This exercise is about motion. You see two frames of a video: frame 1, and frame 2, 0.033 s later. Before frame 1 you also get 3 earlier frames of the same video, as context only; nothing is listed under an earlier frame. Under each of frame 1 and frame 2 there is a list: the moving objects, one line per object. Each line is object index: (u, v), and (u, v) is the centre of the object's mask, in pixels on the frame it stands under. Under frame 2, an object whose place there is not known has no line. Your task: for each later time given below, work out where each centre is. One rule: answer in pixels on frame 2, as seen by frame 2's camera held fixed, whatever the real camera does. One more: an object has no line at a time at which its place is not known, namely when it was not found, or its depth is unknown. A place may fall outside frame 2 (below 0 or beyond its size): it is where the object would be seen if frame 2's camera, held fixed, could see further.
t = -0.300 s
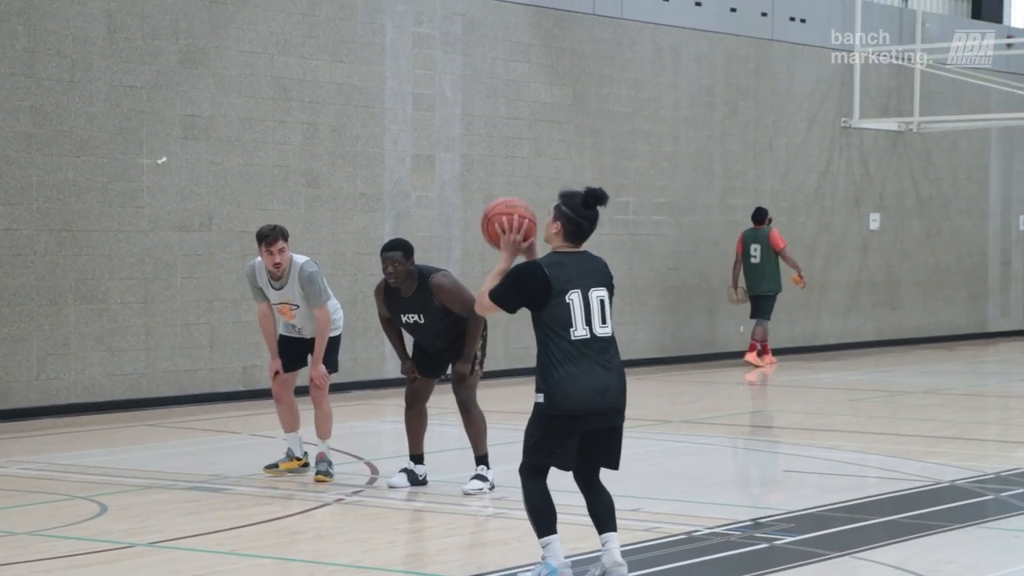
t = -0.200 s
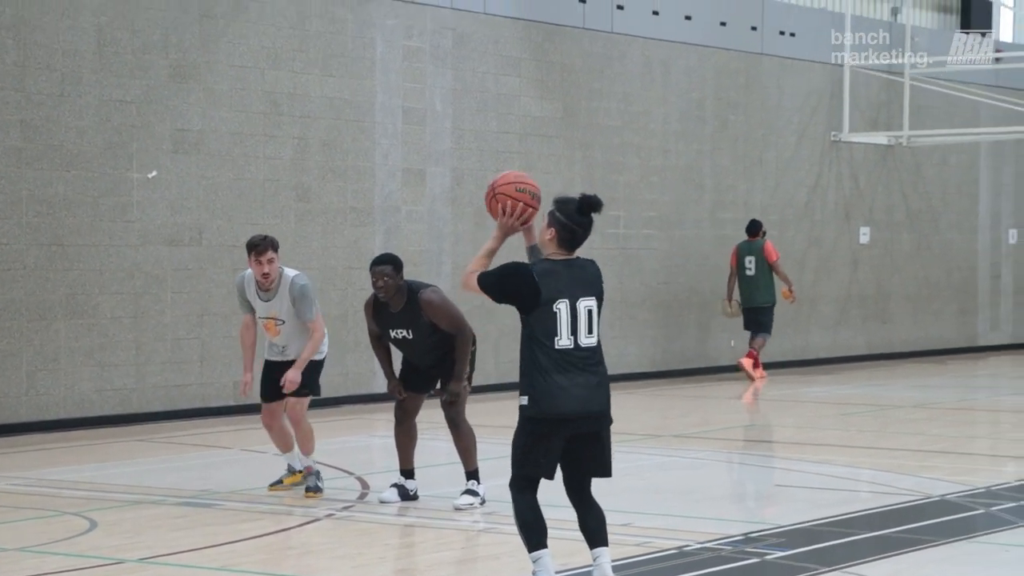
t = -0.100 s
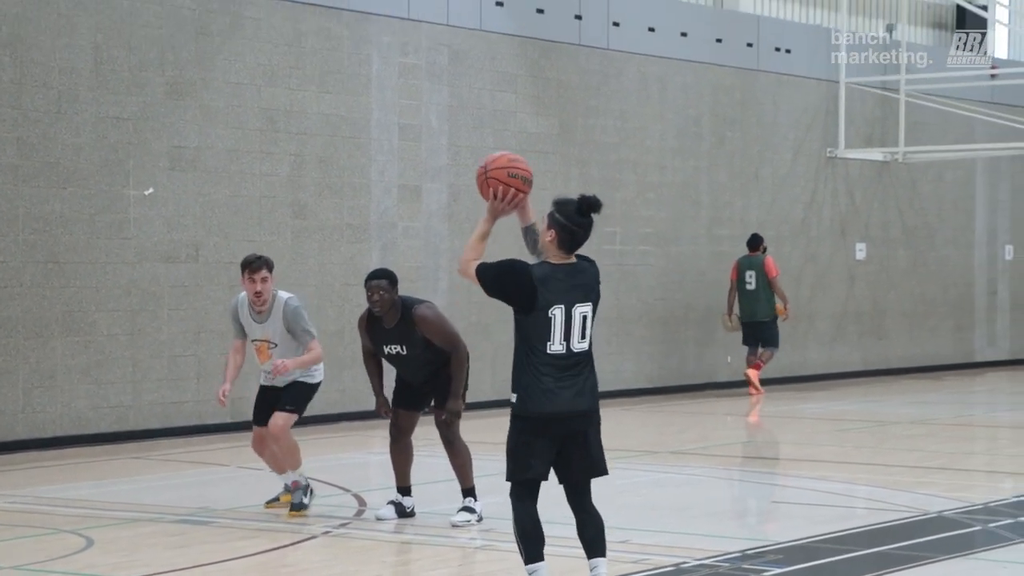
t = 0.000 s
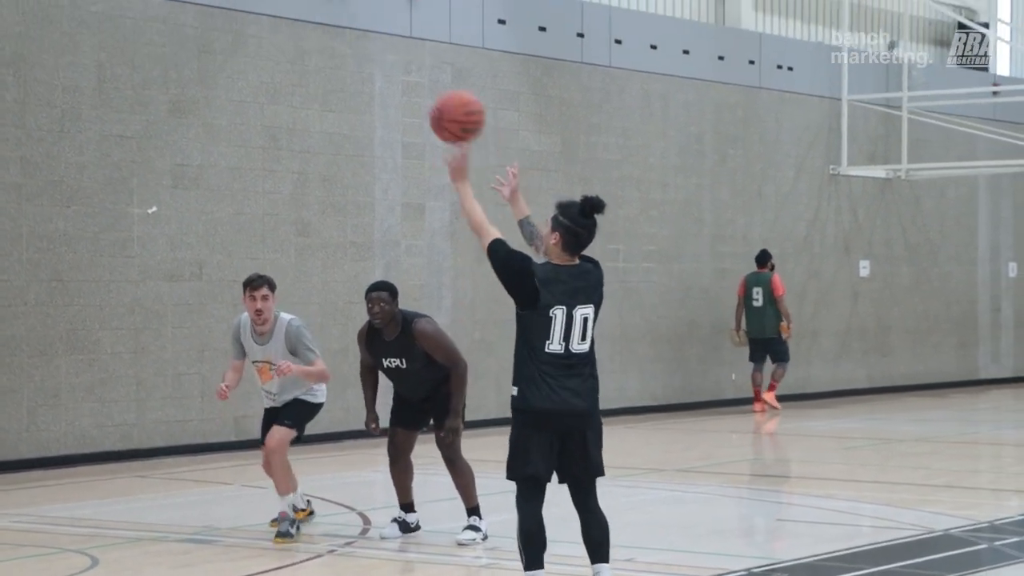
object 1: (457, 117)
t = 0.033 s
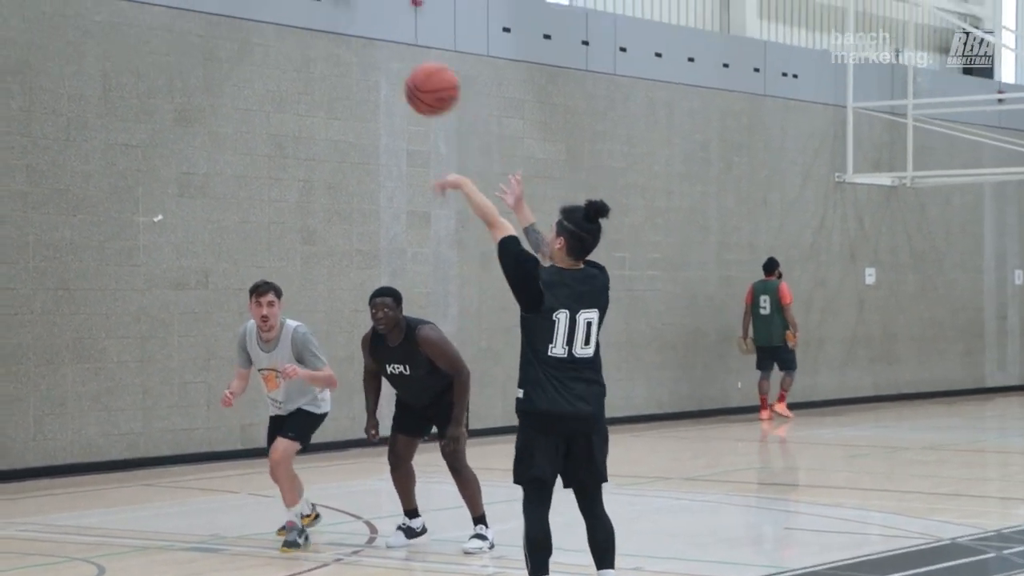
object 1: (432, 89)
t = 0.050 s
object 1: (415, 71)
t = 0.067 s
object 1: (399, 54)
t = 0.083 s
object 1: (385, 38)
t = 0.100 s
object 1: (371, 24)
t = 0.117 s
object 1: (356, 9)
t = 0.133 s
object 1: (341, -4)
